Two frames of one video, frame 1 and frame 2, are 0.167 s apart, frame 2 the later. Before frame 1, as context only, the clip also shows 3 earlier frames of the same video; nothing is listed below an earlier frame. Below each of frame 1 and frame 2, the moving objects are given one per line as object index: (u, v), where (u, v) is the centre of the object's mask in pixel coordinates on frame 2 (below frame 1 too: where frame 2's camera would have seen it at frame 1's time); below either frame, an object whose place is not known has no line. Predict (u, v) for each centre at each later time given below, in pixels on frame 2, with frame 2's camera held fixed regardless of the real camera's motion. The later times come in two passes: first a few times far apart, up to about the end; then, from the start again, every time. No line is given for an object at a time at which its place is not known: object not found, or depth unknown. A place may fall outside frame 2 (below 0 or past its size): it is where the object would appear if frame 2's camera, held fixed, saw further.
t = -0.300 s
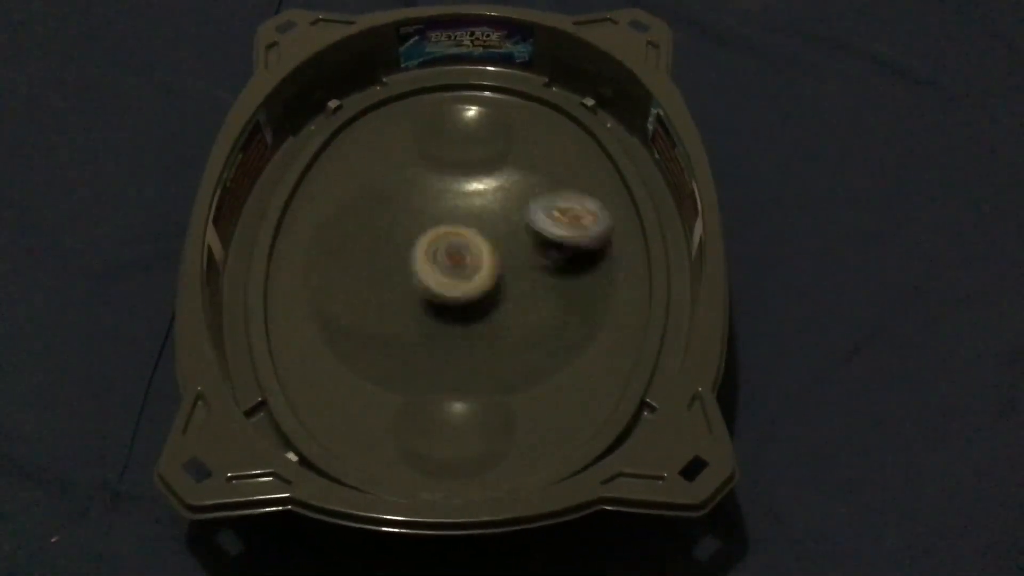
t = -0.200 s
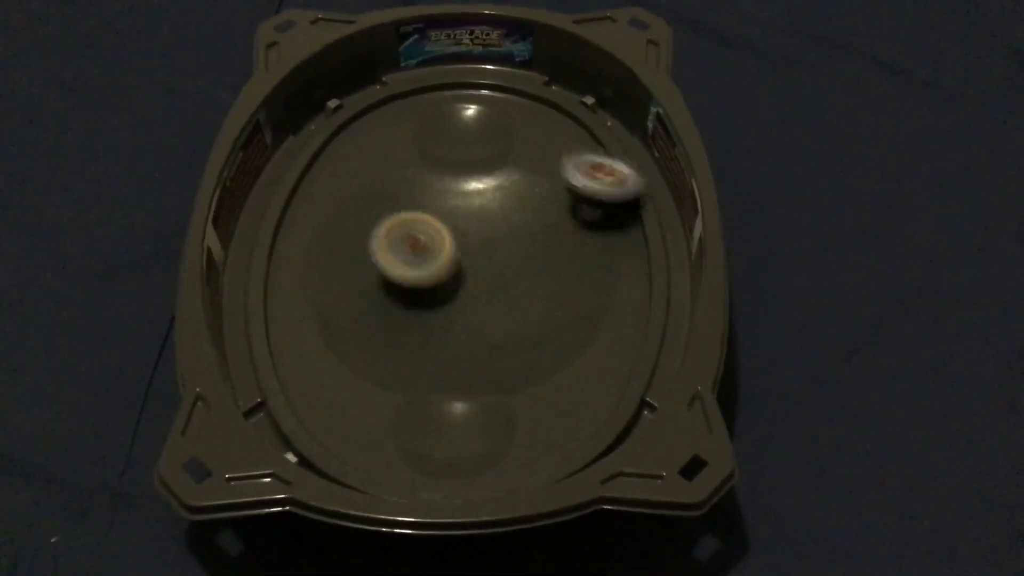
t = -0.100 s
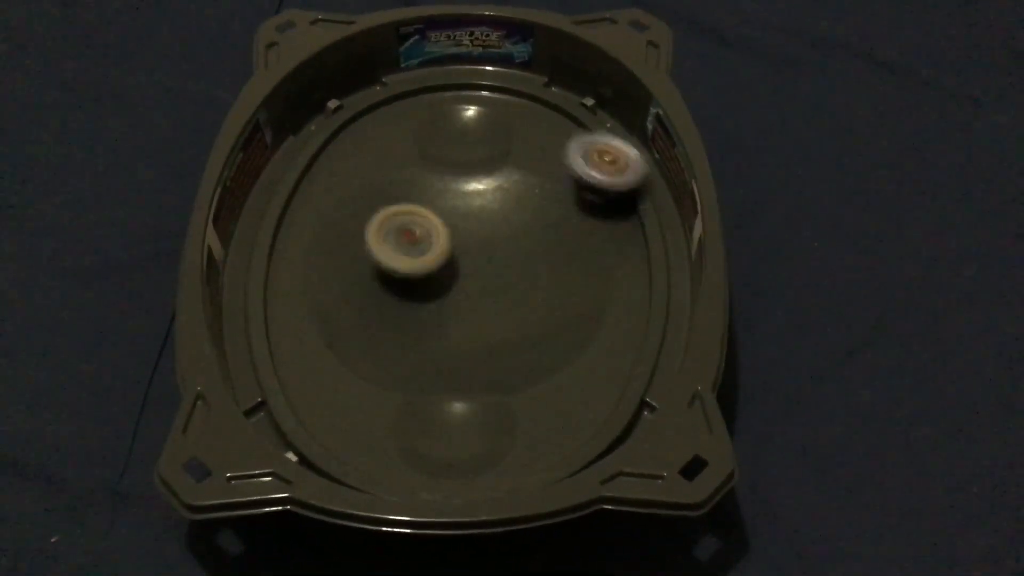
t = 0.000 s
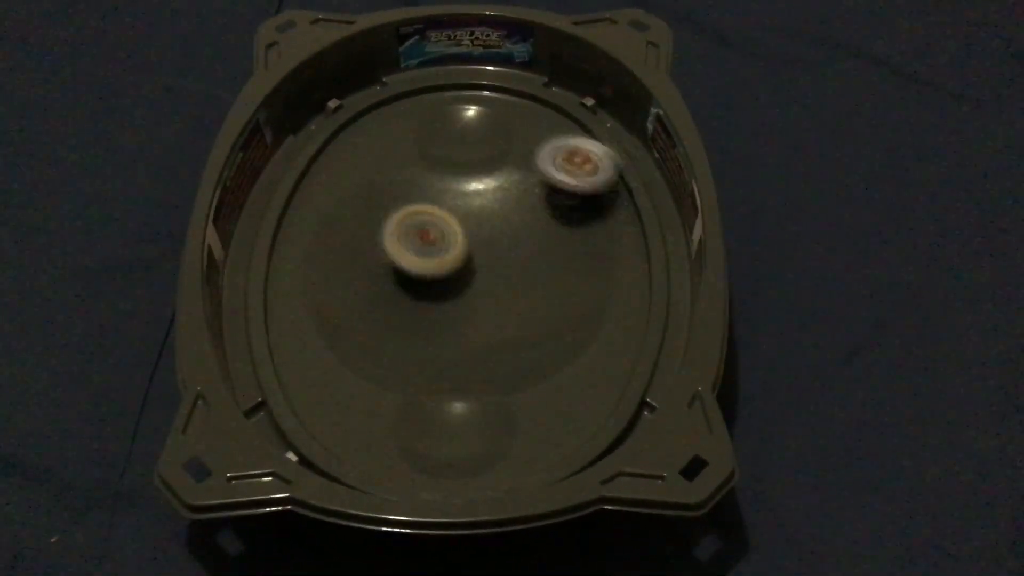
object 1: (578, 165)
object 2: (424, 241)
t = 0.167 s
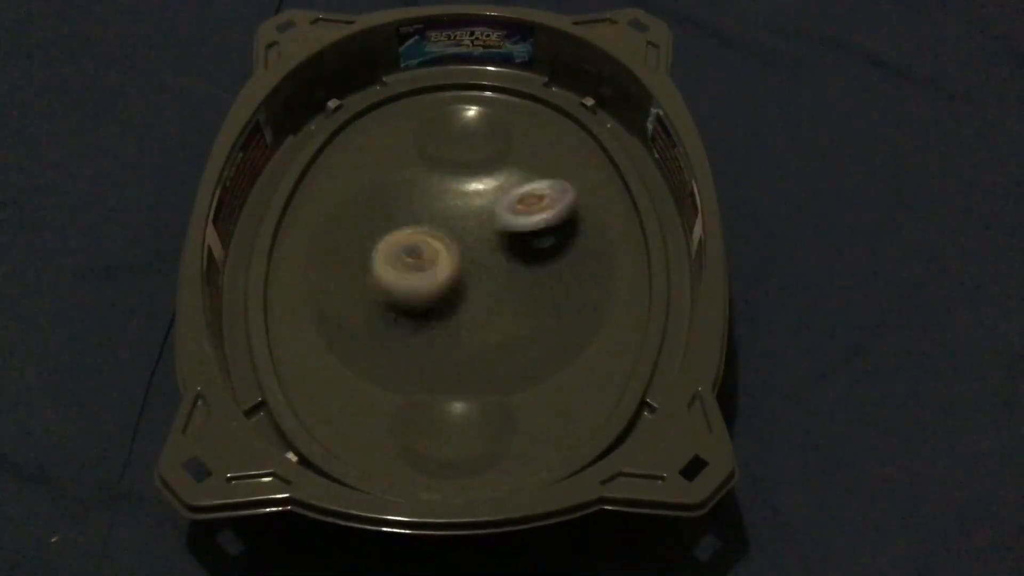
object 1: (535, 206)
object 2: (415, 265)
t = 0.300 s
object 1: (572, 204)
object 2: (342, 297)
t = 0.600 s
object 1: (494, 218)
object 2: (449, 306)
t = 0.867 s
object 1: (431, 118)
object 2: (436, 282)
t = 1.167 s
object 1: (471, 121)
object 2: (440, 244)
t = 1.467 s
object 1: (523, 135)
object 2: (471, 240)
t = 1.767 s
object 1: (511, 134)
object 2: (469, 245)
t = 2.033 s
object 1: (469, 174)
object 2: (458, 254)
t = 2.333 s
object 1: (482, 248)
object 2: (450, 303)
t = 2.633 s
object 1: (491, 227)
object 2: (435, 309)
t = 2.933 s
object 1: (505, 160)
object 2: (375, 287)
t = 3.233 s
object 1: (490, 236)
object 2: (418, 276)
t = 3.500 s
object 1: (478, 258)
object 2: (410, 297)
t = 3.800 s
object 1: (446, 244)
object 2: (413, 284)
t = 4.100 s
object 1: (458, 235)
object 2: (438, 291)
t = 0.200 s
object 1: (550, 202)
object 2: (387, 280)
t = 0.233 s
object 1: (563, 201)
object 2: (366, 283)
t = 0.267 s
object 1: (567, 203)
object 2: (348, 290)
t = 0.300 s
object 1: (572, 204)
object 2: (342, 297)
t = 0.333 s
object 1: (572, 207)
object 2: (342, 302)
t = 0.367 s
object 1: (566, 213)
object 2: (351, 304)
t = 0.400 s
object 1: (560, 219)
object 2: (366, 310)
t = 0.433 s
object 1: (549, 225)
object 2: (392, 314)
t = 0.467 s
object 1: (536, 231)
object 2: (411, 313)
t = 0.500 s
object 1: (523, 240)
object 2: (431, 309)
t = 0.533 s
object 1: (507, 245)
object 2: (448, 301)
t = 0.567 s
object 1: (499, 240)
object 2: (455, 299)
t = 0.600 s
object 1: (494, 218)
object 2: (449, 306)
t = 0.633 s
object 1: (495, 186)
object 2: (442, 310)
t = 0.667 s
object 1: (491, 169)
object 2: (439, 311)
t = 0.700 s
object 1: (487, 156)
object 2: (439, 311)
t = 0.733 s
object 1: (480, 146)
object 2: (439, 309)
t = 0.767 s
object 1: (468, 141)
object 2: (438, 305)
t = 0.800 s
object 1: (454, 132)
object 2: (437, 298)
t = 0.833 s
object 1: (442, 126)
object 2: (437, 290)
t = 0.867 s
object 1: (431, 118)
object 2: (436, 282)
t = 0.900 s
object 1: (429, 117)
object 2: (435, 275)
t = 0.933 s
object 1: (431, 115)
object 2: (433, 267)
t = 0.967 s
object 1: (433, 115)
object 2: (431, 259)
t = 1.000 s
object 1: (437, 115)
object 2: (430, 252)
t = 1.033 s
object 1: (440, 115)
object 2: (431, 246)
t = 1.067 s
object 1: (446, 116)
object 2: (433, 243)
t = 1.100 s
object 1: (452, 117)
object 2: (436, 241)
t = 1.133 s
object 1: (462, 119)
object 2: (439, 242)
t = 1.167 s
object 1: (471, 121)
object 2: (440, 244)
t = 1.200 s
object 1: (482, 122)
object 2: (442, 247)
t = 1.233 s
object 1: (490, 122)
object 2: (445, 251)
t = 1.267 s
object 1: (493, 122)
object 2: (446, 254)
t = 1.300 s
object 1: (495, 124)
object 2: (446, 255)
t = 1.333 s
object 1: (503, 128)
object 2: (446, 256)
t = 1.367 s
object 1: (512, 129)
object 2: (450, 252)
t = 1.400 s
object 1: (516, 133)
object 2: (456, 249)
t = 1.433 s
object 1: (518, 135)
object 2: (464, 245)
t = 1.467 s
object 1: (523, 135)
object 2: (471, 240)
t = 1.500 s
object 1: (526, 134)
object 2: (475, 237)
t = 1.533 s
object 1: (525, 134)
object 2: (478, 236)
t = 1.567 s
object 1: (526, 132)
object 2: (479, 235)
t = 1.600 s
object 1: (525, 130)
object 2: (479, 235)
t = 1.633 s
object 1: (524, 130)
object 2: (479, 236)
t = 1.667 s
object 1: (519, 129)
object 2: (478, 238)
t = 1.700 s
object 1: (515, 129)
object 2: (475, 240)
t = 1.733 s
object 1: (512, 131)
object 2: (472, 242)
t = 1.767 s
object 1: (511, 134)
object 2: (469, 245)
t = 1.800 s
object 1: (506, 135)
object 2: (465, 247)
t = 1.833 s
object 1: (500, 138)
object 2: (460, 248)
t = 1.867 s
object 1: (493, 140)
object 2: (456, 248)
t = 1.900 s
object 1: (482, 146)
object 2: (453, 247)
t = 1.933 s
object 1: (478, 153)
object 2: (452, 244)
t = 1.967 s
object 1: (476, 164)
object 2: (453, 242)
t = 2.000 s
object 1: (470, 175)
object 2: (457, 242)
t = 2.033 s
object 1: (469, 174)
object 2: (458, 254)
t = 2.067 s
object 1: (469, 177)
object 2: (458, 271)
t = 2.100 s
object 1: (467, 185)
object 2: (457, 282)
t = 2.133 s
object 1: (474, 192)
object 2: (457, 291)
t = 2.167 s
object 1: (478, 200)
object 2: (455, 297)
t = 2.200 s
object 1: (480, 209)
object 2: (454, 301)
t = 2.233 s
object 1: (481, 219)
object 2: (452, 303)
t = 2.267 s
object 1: (482, 228)
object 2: (451, 303)
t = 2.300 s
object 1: (480, 240)
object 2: (449, 303)
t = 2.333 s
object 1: (482, 248)
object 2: (450, 303)
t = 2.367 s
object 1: (481, 246)
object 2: (443, 308)
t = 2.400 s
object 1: (487, 241)
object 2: (435, 315)
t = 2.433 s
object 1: (495, 236)
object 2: (430, 320)
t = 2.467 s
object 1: (500, 230)
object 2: (427, 321)
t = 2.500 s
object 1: (501, 225)
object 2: (426, 323)
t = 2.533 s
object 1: (499, 226)
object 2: (428, 323)
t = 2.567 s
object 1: (499, 222)
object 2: (432, 320)
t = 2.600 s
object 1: (495, 224)
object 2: (435, 314)
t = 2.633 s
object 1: (491, 227)
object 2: (435, 309)
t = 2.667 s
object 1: (486, 228)
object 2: (437, 302)
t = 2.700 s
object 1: (476, 229)
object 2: (441, 293)
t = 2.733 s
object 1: (479, 222)
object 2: (430, 288)
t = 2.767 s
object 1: (487, 193)
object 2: (407, 297)
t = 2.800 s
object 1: (492, 178)
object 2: (390, 297)
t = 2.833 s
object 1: (499, 165)
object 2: (380, 295)
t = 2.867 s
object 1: (504, 158)
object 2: (374, 292)
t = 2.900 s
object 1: (501, 159)
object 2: (373, 290)
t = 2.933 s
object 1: (505, 160)
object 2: (375, 287)
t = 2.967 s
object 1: (506, 160)
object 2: (377, 283)
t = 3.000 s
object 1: (507, 163)
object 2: (383, 280)
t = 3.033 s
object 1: (505, 171)
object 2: (389, 277)
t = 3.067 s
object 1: (500, 179)
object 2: (398, 276)
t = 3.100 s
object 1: (496, 196)
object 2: (406, 276)
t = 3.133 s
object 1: (490, 211)
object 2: (415, 275)
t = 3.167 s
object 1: (490, 230)
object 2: (421, 274)
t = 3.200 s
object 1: (486, 233)
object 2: (423, 274)
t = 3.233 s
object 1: (490, 236)
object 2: (418, 276)
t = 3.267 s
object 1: (492, 238)
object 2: (420, 278)
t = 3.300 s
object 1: (489, 243)
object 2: (419, 282)
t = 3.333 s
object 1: (491, 246)
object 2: (420, 283)
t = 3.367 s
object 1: (490, 249)
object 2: (422, 283)
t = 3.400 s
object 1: (488, 258)
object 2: (425, 284)
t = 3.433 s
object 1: (486, 263)
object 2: (424, 287)
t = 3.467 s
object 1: (483, 260)
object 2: (418, 292)
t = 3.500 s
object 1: (478, 258)
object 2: (410, 297)
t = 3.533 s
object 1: (472, 258)
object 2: (404, 299)
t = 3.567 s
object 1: (466, 258)
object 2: (400, 299)
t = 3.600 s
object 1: (459, 258)
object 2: (399, 299)
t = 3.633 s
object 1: (453, 256)
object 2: (403, 297)
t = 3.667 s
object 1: (447, 254)
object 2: (404, 294)
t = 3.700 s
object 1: (442, 253)
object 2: (407, 293)
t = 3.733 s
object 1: (439, 250)
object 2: (411, 292)
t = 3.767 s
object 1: (444, 245)
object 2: (413, 287)
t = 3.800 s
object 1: (446, 244)
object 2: (413, 284)
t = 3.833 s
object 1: (448, 242)
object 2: (418, 285)
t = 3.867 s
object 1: (448, 240)
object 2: (421, 286)
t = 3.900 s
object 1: (449, 238)
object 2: (424, 284)
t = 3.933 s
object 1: (450, 237)
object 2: (426, 283)
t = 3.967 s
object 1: (453, 238)
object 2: (427, 287)
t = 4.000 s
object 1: (457, 238)
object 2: (428, 286)
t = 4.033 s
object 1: (459, 237)
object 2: (430, 288)
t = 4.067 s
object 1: (459, 235)
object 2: (434, 290)
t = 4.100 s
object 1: (458, 235)
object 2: (438, 291)
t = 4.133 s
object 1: (456, 234)
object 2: (444, 290)
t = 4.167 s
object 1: (454, 236)
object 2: (447, 291)
